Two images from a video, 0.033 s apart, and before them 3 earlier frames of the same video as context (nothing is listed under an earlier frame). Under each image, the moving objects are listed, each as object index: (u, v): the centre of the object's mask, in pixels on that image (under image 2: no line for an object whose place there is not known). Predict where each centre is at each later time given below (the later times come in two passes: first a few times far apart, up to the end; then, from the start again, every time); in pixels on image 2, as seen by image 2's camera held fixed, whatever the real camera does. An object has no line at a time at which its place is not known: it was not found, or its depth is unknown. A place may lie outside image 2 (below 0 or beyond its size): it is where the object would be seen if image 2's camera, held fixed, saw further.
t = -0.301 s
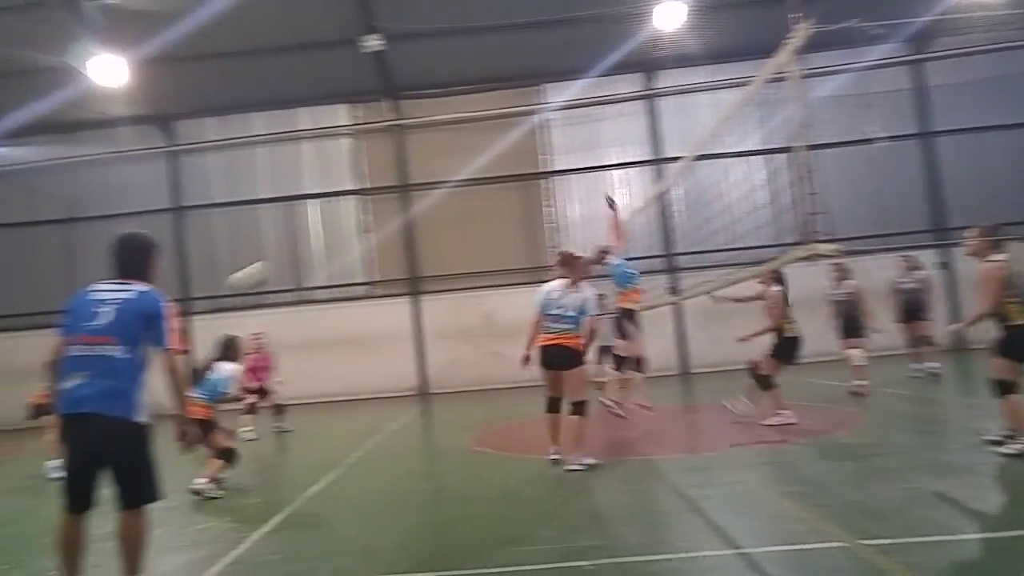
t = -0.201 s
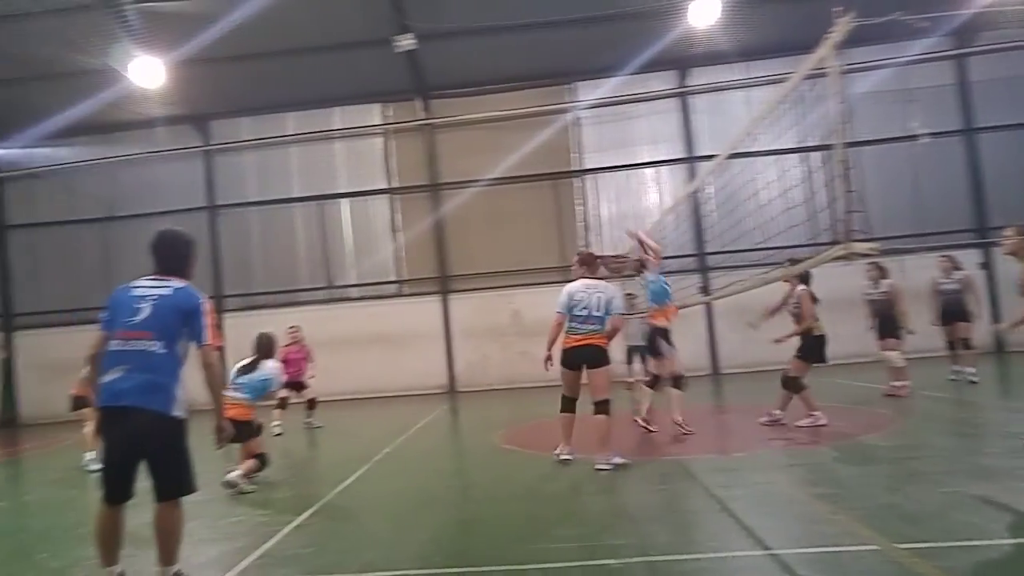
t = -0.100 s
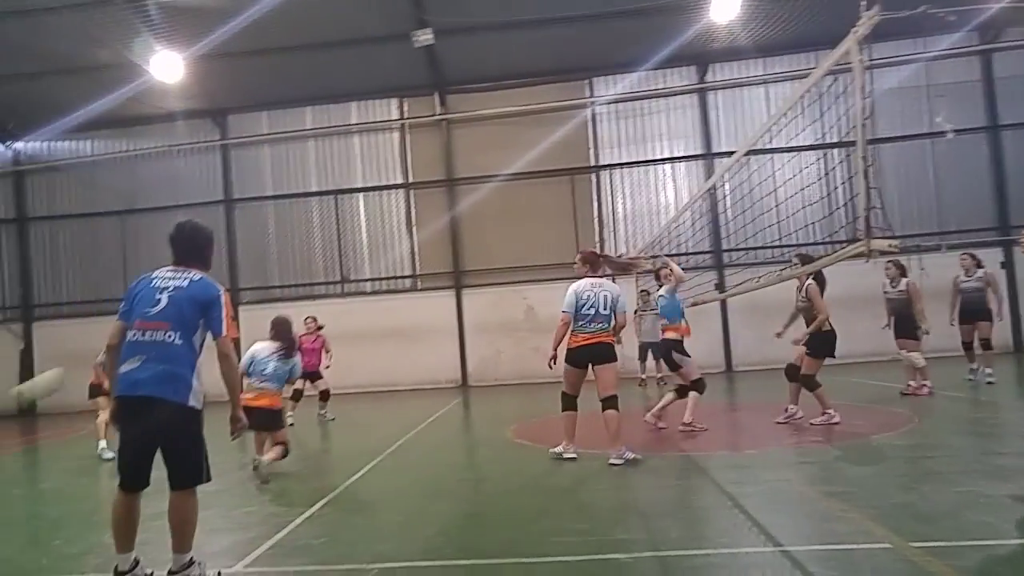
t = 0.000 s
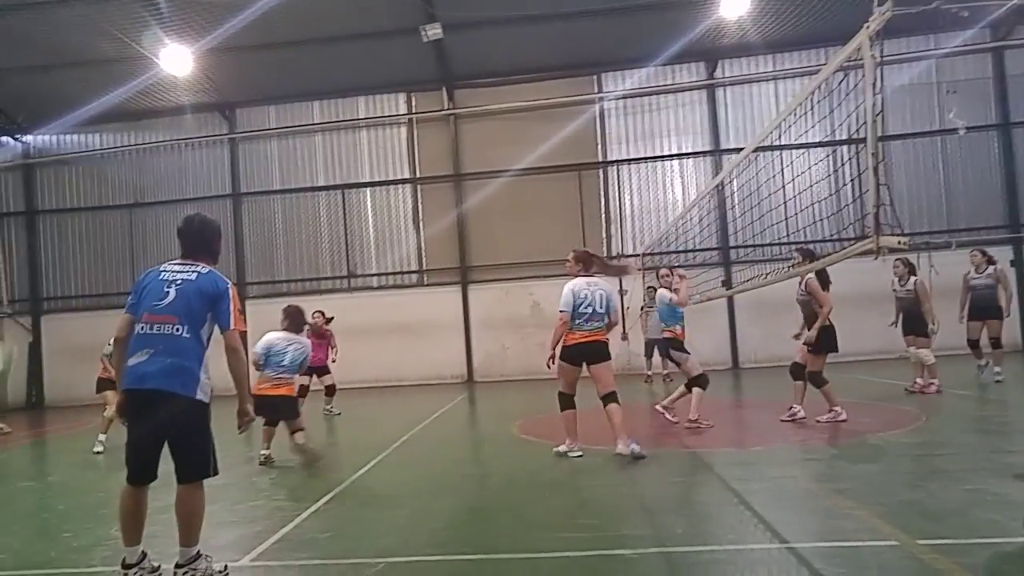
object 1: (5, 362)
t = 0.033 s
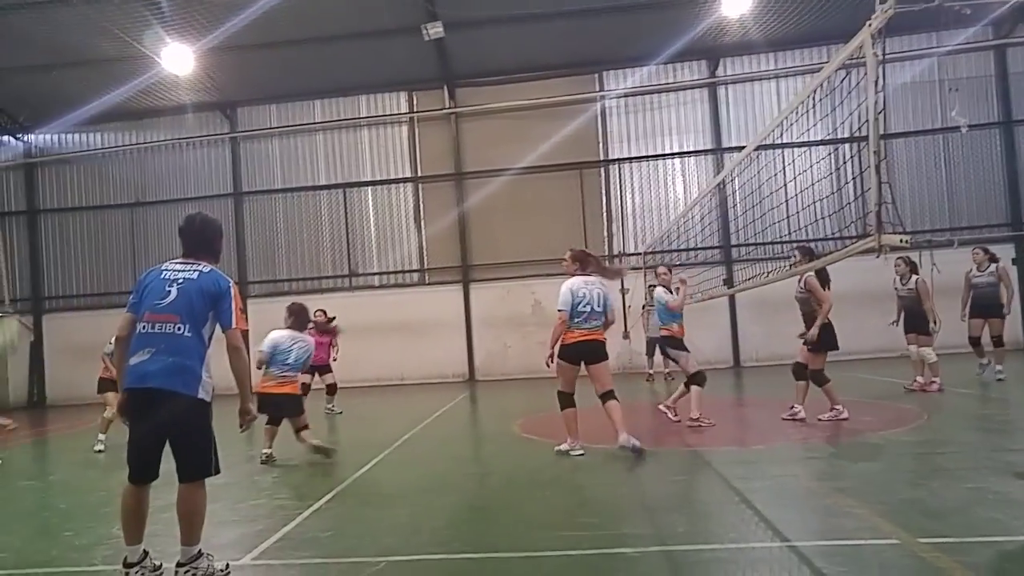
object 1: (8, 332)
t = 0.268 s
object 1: (49, 179)
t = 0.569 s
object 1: (98, 71)
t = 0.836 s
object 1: (147, 56)
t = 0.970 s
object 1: (173, 81)
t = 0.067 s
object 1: (15, 304)
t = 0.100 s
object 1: (20, 282)
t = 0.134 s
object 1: (26, 259)
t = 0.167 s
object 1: (30, 239)
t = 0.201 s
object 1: (37, 218)
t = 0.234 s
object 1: (43, 197)
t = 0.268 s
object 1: (49, 179)
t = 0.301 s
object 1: (53, 163)
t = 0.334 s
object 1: (60, 147)
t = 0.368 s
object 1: (66, 131)
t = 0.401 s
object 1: (72, 117)
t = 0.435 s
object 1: (75, 105)
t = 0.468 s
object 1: (82, 95)
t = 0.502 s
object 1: (87, 85)
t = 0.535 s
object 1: (93, 77)
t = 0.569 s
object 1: (98, 71)
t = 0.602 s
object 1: (105, 65)
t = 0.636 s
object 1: (112, 59)
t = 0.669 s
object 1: (117, 56)
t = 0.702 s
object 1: (122, 55)
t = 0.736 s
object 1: (130, 53)
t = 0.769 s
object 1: (134, 51)
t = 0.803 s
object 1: (141, 54)
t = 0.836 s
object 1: (147, 56)
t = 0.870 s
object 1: (152, 59)
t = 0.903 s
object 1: (156, 61)
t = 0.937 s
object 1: (162, 70)
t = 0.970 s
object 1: (173, 81)
